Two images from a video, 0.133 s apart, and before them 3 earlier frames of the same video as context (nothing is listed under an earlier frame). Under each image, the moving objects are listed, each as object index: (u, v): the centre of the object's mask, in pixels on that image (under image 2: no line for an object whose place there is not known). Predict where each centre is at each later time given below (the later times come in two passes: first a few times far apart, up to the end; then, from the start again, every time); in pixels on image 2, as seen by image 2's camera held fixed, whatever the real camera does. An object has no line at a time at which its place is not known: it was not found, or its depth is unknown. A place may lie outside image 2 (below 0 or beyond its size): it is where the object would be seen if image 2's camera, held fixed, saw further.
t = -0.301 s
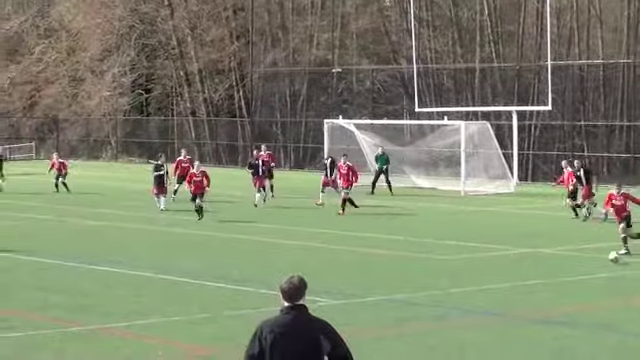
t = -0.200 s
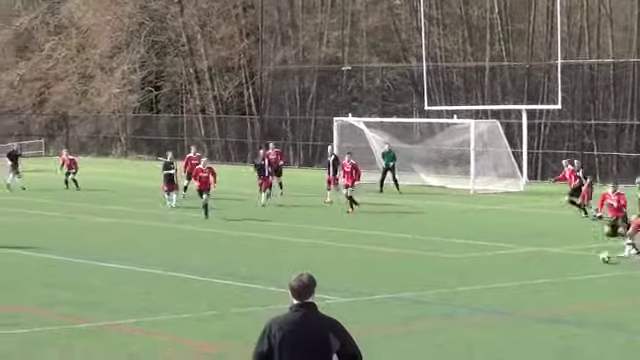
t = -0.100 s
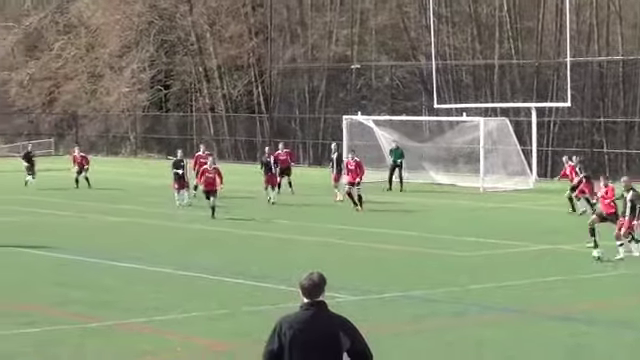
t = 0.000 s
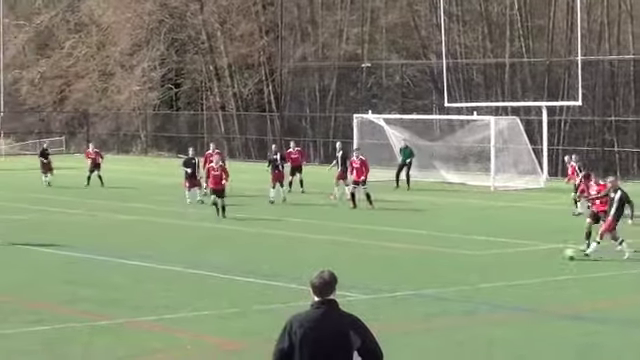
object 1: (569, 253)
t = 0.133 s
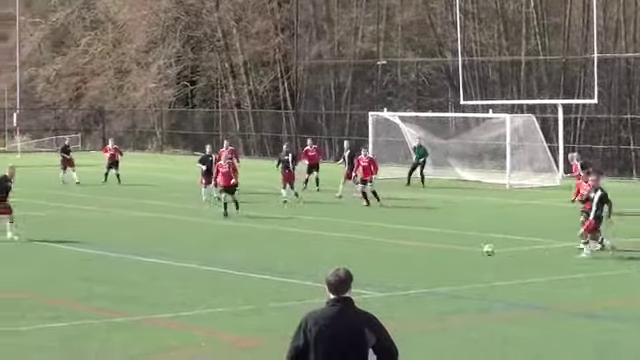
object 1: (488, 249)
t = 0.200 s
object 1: (443, 248)
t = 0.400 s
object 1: (317, 246)
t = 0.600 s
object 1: (206, 243)
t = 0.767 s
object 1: (123, 241)
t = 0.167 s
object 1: (466, 248)
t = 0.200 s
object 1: (443, 248)
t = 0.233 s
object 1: (421, 248)
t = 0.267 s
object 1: (400, 247)
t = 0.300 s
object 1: (379, 246)
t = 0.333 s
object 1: (358, 247)
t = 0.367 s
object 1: (336, 247)
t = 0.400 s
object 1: (317, 246)
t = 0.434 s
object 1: (297, 245)
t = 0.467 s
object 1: (279, 245)
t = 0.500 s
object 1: (259, 244)
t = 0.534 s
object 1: (241, 244)
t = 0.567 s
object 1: (223, 243)
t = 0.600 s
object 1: (206, 243)
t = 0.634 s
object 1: (189, 242)
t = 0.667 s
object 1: (171, 241)
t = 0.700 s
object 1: (155, 241)
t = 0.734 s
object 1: (138, 241)
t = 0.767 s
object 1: (123, 241)
